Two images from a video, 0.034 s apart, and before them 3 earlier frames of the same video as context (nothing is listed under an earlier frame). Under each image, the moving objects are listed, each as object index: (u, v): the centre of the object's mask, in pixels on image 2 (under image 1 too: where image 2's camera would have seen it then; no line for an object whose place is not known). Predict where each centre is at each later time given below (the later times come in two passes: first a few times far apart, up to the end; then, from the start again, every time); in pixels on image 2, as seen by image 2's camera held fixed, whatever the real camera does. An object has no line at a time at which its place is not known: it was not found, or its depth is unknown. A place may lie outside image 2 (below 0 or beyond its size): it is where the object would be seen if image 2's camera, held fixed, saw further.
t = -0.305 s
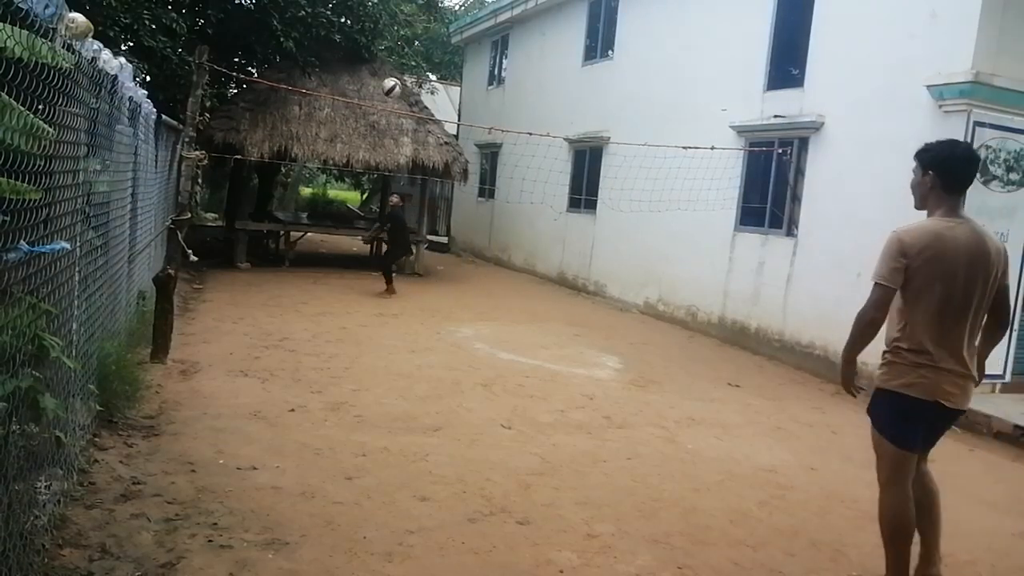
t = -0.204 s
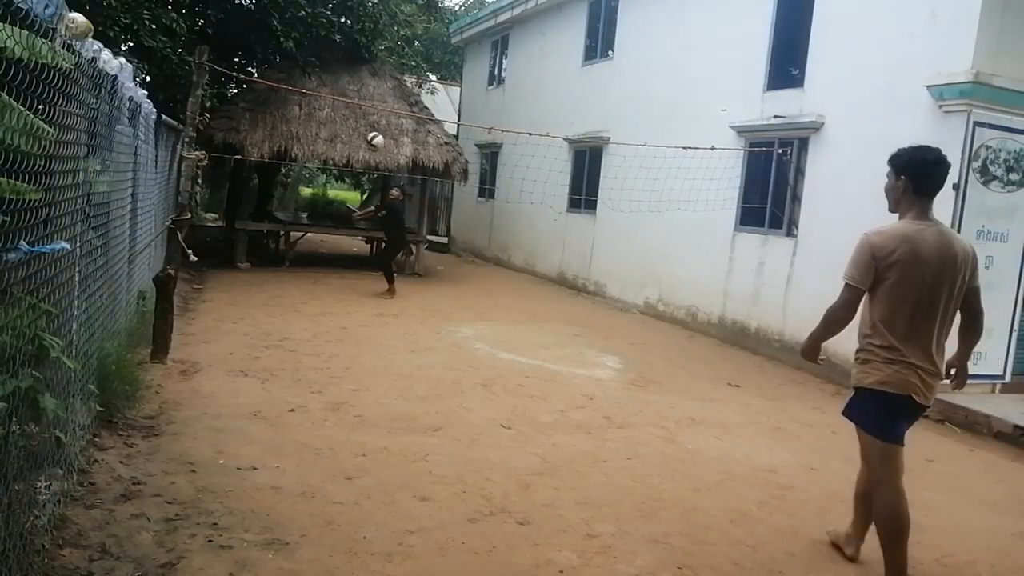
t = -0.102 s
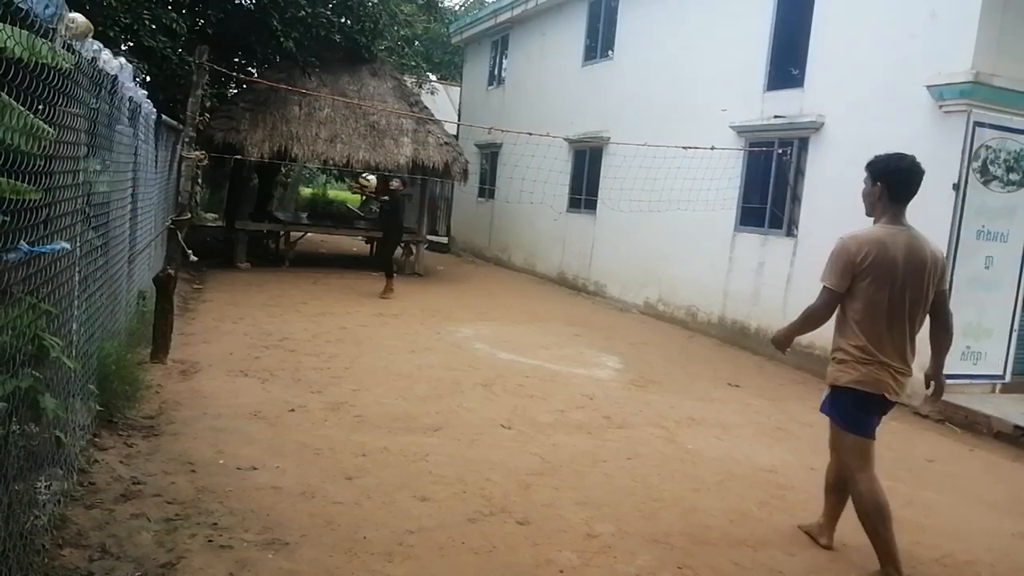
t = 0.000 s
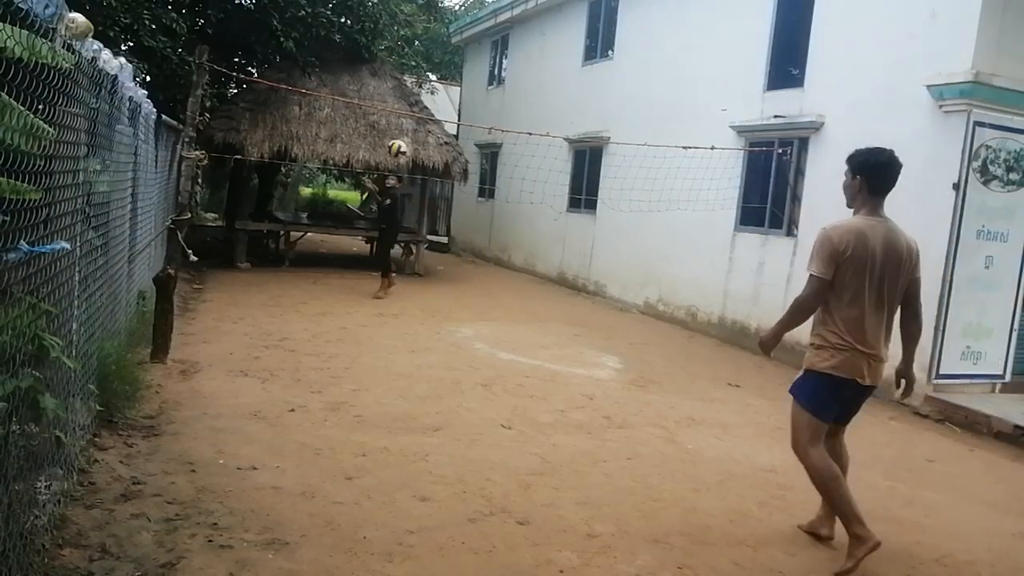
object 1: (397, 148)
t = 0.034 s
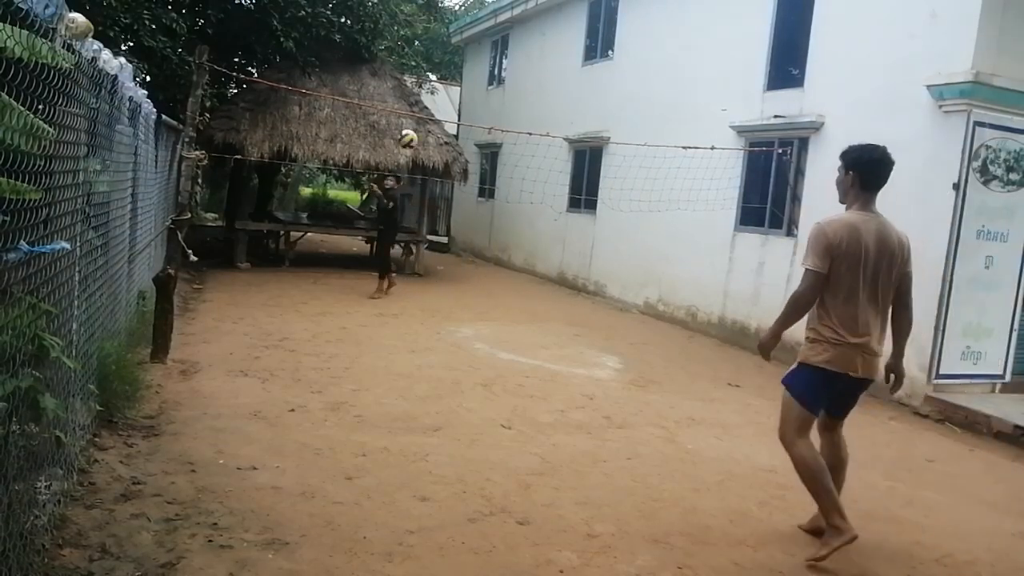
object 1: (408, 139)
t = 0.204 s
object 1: (467, 102)
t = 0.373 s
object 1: (538, 90)
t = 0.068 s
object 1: (418, 130)
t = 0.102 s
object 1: (428, 120)
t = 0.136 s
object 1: (443, 113)
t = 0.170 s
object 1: (454, 107)
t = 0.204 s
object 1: (467, 102)
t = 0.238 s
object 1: (480, 97)
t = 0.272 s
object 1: (494, 93)
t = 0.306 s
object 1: (508, 91)
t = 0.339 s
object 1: (523, 90)
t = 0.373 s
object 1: (538, 90)
